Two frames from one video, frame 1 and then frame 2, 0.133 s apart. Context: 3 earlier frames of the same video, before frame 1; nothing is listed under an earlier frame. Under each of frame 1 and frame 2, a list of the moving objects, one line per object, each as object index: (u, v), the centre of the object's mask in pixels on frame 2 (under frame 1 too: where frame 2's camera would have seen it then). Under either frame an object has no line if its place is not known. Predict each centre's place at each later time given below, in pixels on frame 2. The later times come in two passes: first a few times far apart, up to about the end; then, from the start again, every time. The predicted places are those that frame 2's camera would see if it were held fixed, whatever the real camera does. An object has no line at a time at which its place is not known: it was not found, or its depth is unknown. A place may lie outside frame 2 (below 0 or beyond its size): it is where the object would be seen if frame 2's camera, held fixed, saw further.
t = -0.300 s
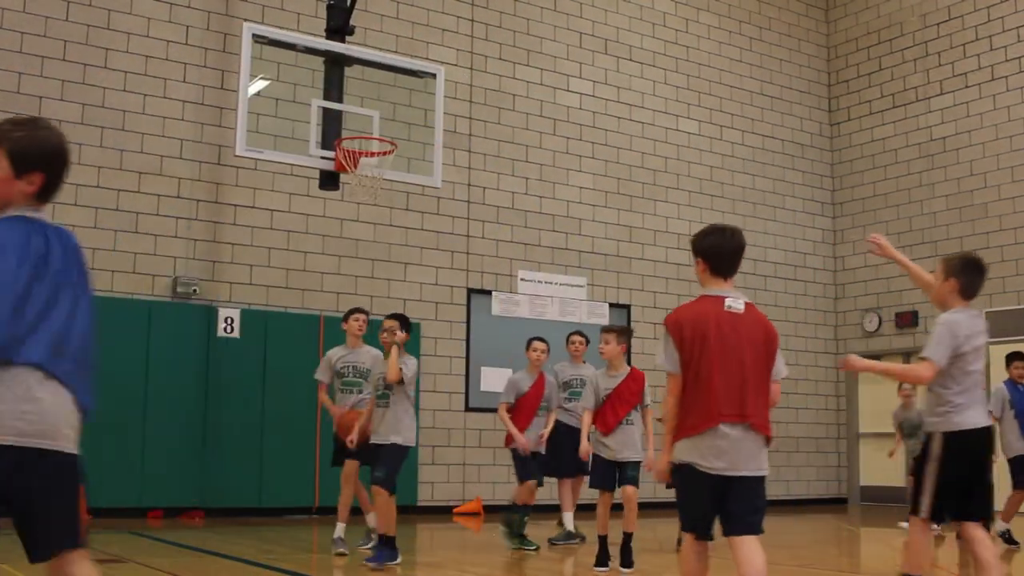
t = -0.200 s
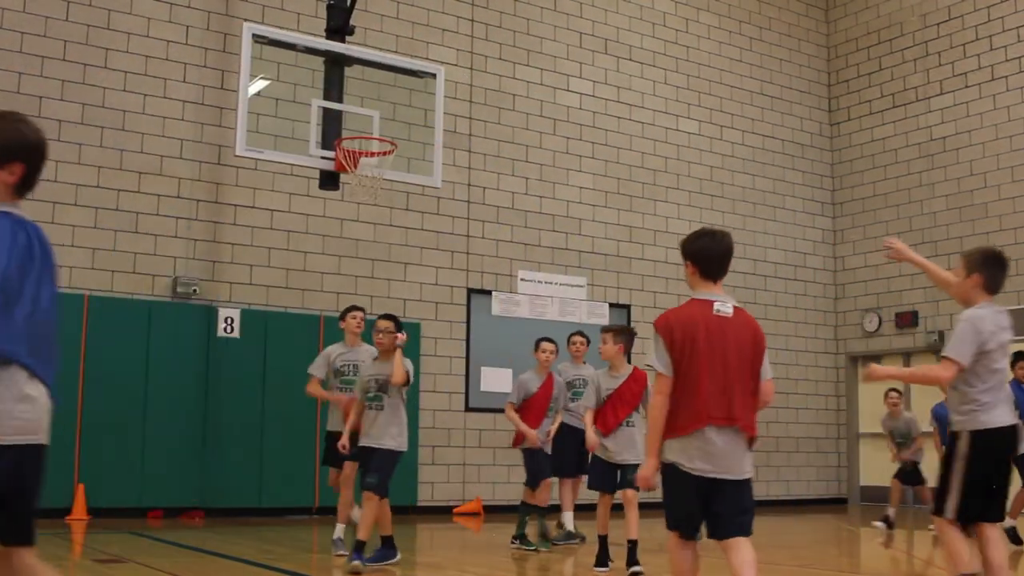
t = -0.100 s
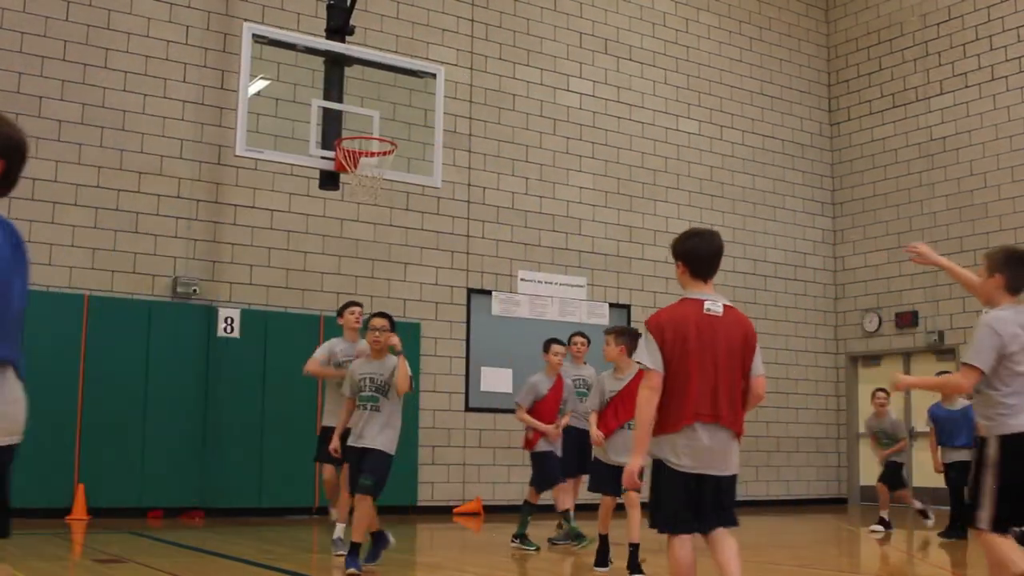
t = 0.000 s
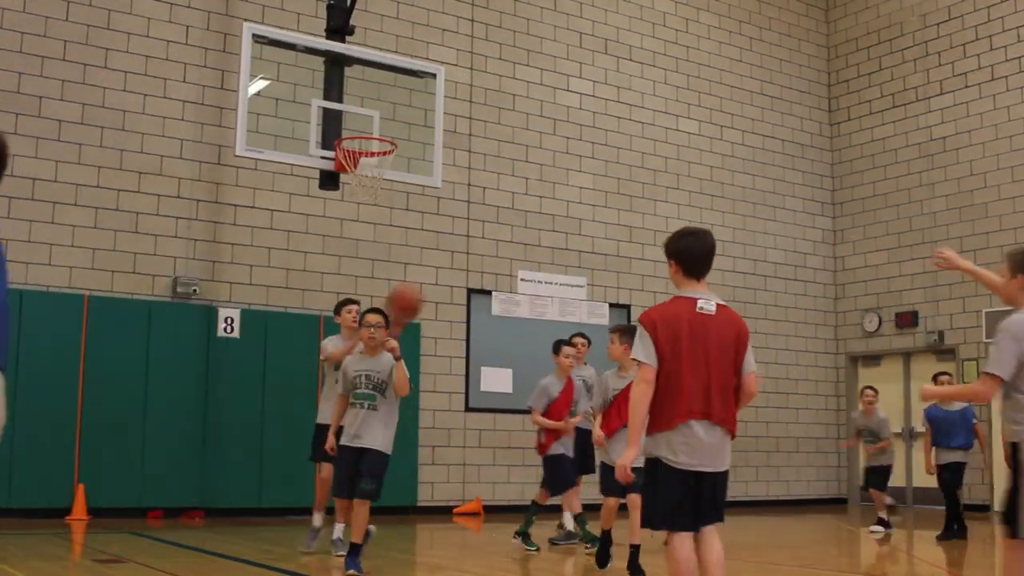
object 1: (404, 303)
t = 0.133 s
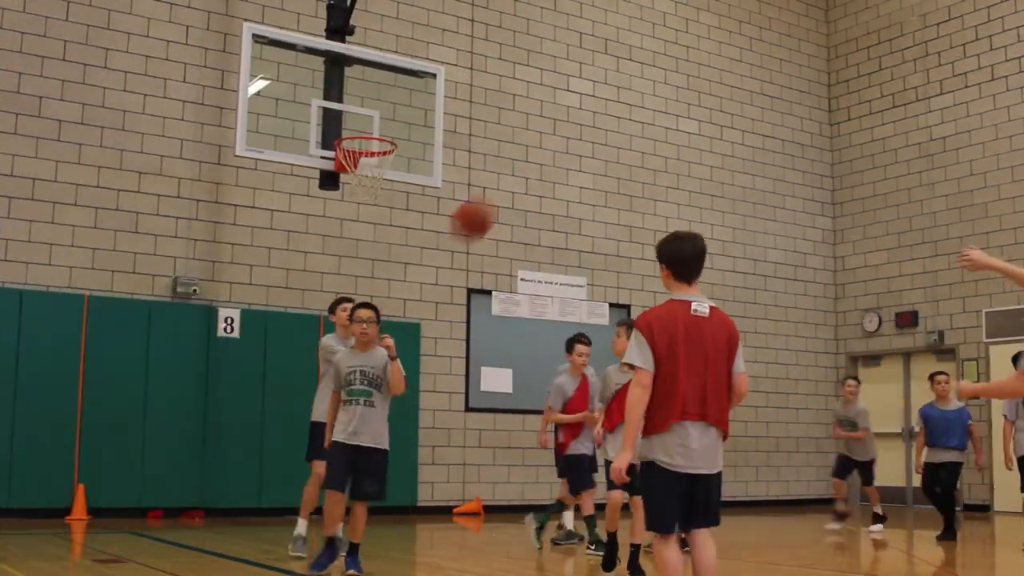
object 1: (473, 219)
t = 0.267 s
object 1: (552, 151)
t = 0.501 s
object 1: (720, 81)
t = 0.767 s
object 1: (994, 124)
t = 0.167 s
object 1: (493, 200)
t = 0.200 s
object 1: (511, 183)
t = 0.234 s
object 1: (532, 165)
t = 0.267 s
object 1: (552, 151)
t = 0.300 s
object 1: (573, 136)
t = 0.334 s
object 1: (595, 123)
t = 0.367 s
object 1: (617, 112)
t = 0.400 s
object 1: (642, 101)
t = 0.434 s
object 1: (667, 92)
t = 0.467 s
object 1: (692, 86)
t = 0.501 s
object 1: (720, 81)
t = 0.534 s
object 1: (750, 77)
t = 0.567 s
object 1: (779, 76)
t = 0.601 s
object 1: (811, 77)
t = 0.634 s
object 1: (843, 81)
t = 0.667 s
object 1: (879, 87)
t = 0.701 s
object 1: (914, 95)
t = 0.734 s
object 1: (956, 108)
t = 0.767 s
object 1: (994, 124)
